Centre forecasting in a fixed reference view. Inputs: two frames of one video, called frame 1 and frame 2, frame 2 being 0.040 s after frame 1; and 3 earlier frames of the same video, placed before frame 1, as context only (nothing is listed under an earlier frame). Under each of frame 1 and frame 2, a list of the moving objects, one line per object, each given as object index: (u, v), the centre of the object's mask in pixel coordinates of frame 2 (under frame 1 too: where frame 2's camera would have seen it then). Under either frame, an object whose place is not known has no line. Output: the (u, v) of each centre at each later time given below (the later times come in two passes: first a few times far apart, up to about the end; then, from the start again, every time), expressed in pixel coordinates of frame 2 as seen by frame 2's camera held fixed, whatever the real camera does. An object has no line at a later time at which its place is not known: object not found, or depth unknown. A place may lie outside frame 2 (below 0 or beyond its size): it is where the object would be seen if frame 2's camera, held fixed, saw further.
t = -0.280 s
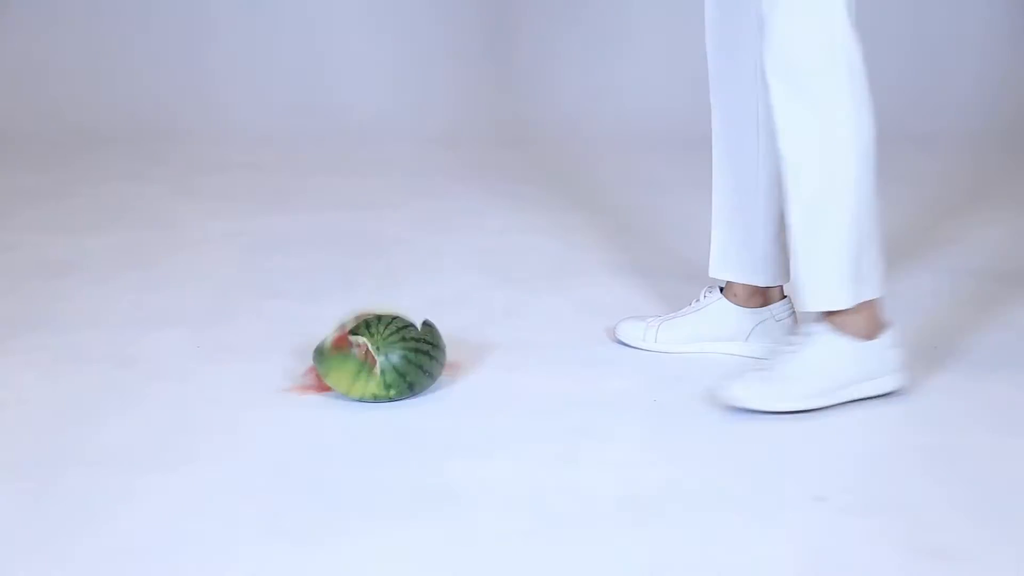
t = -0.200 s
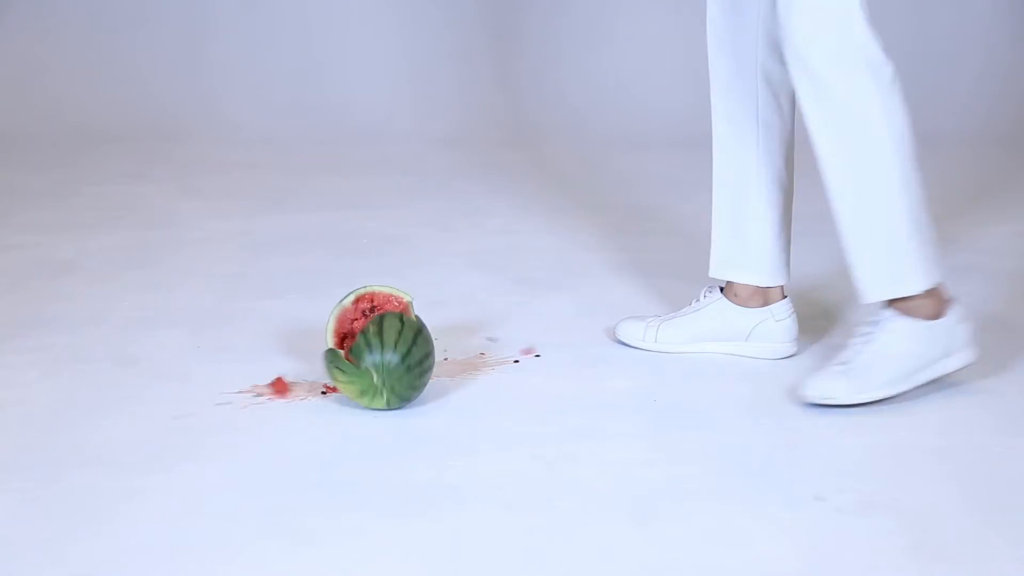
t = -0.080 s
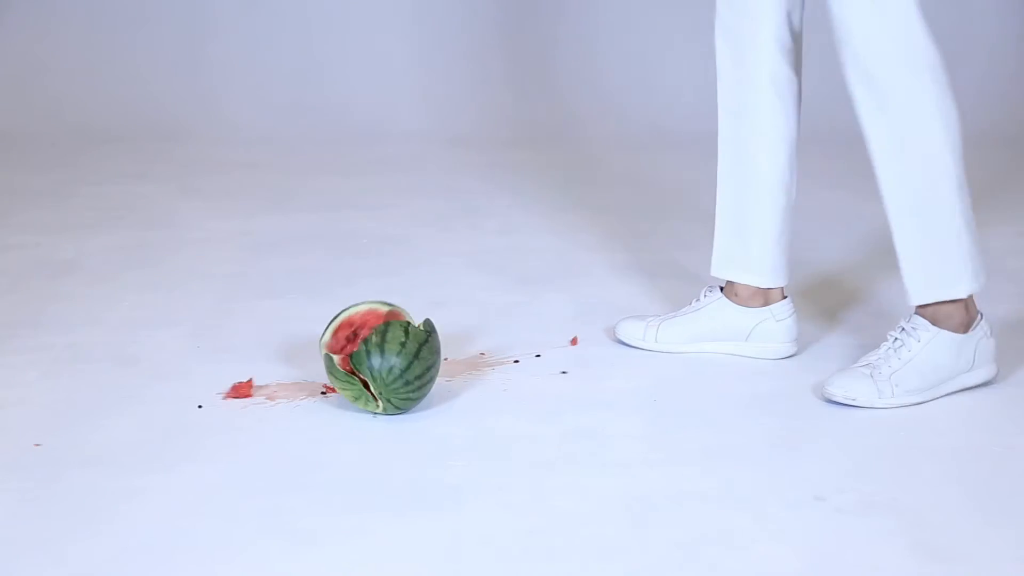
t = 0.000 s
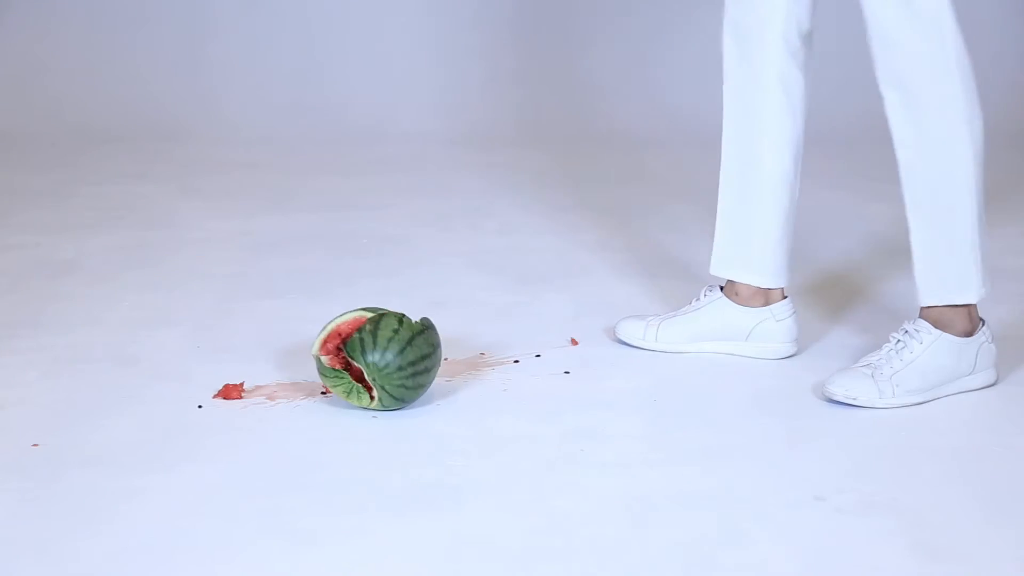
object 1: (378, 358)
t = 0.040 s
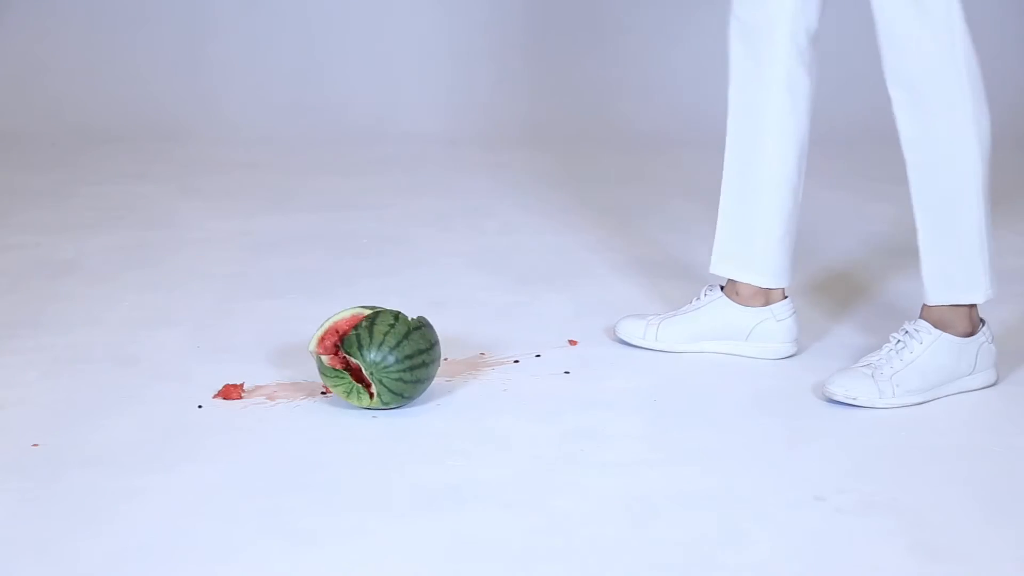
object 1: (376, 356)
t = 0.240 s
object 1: (383, 352)
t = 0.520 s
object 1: (392, 349)
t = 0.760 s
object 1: (387, 349)
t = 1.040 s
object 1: (388, 349)
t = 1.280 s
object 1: (388, 349)
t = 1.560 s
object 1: (388, 349)
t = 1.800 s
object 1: (388, 349)
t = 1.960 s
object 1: (388, 349)
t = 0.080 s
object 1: (376, 355)
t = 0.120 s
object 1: (376, 354)
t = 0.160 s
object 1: (378, 354)
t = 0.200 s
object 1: (380, 353)
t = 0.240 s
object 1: (383, 352)
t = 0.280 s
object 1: (386, 351)
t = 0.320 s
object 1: (388, 350)
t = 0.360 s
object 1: (391, 350)
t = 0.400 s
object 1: (392, 349)
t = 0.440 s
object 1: (393, 349)
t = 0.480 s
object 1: (393, 349)
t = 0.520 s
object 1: (392, 349)
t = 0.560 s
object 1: (391, 349)
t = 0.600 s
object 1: (390, 349)
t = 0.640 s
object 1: (389, 349)
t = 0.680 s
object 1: (389, 349)
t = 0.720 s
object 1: (388, 349)
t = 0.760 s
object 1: (387, 349)
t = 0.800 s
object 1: (387, 349)
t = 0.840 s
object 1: (387, 349)
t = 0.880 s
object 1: (387, 349)
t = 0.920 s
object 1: (387, 349)
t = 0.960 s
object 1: (387, 349)
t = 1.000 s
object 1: (388, 349)
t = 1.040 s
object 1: (388, 349)
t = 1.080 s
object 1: (388, 349)
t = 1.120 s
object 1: (388, 349)
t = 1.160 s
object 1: (388, 349)
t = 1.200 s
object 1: (388, 349)
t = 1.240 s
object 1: (388, 349)
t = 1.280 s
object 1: (388, 349)
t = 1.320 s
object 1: (388, 349)
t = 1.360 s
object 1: (388, 349)
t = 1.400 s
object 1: (388, 349)
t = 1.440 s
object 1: (388, 349)
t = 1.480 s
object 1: (388, 349)
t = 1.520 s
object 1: (388, 349)
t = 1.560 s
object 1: (388, 349)
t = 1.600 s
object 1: (388, 349)
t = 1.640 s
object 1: (388, 349)
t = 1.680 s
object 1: (388, 349)
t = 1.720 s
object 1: (388, 349)
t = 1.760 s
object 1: (388, 349)
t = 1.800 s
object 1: (388, 349)
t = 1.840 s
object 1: (388, 349)
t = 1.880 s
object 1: (388, 349)
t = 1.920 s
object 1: (388, 349)
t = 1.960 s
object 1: (388, 349)
